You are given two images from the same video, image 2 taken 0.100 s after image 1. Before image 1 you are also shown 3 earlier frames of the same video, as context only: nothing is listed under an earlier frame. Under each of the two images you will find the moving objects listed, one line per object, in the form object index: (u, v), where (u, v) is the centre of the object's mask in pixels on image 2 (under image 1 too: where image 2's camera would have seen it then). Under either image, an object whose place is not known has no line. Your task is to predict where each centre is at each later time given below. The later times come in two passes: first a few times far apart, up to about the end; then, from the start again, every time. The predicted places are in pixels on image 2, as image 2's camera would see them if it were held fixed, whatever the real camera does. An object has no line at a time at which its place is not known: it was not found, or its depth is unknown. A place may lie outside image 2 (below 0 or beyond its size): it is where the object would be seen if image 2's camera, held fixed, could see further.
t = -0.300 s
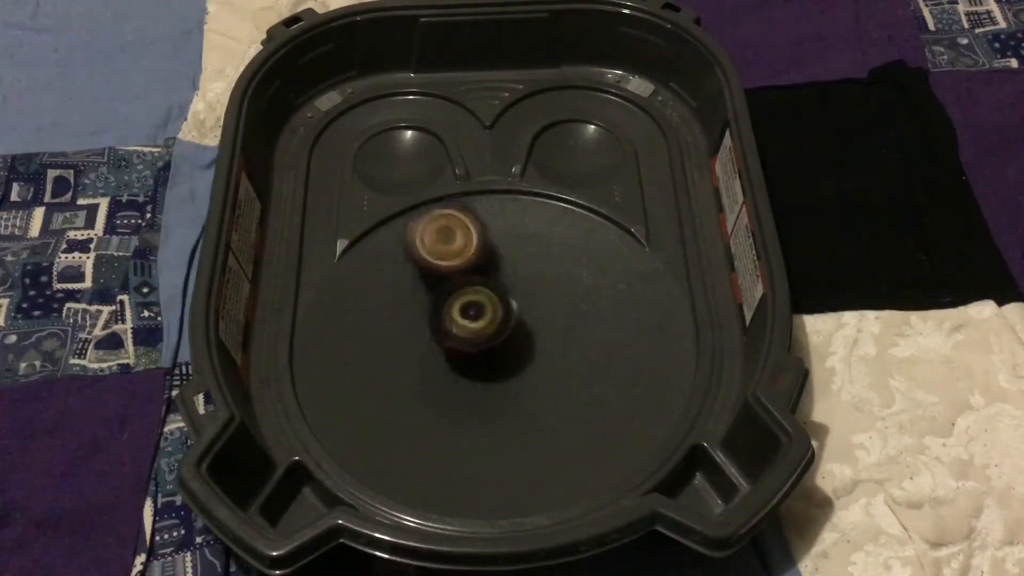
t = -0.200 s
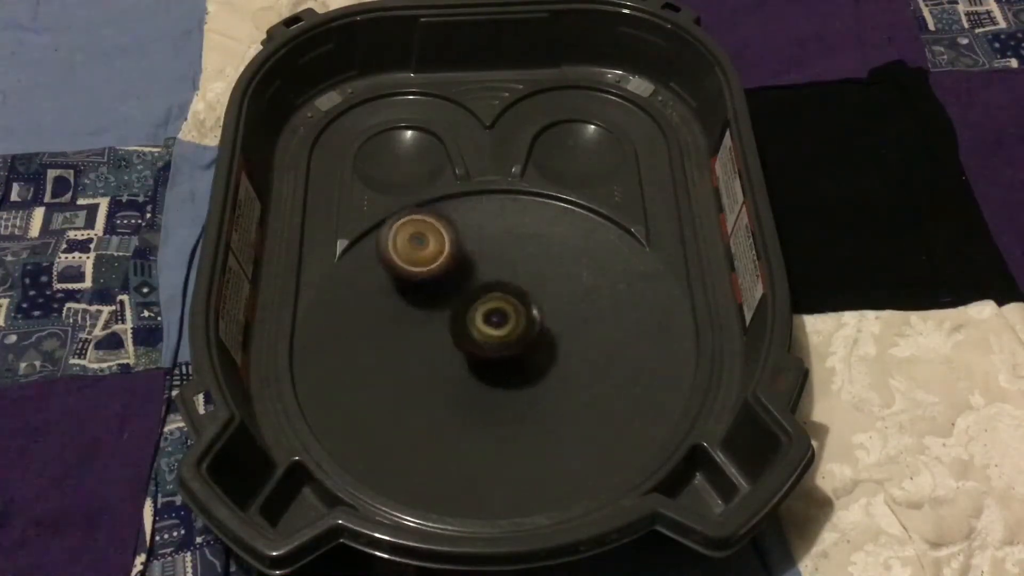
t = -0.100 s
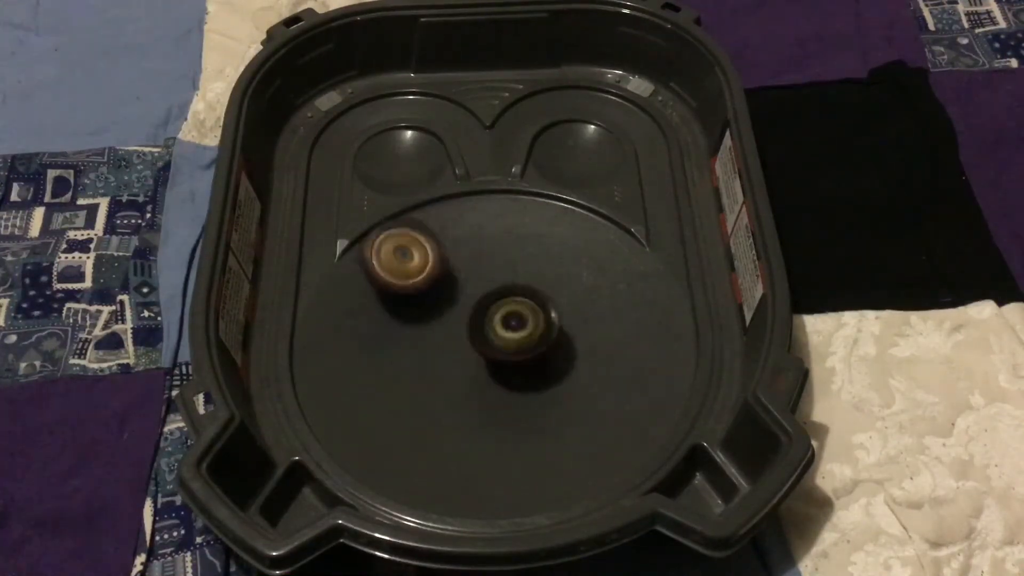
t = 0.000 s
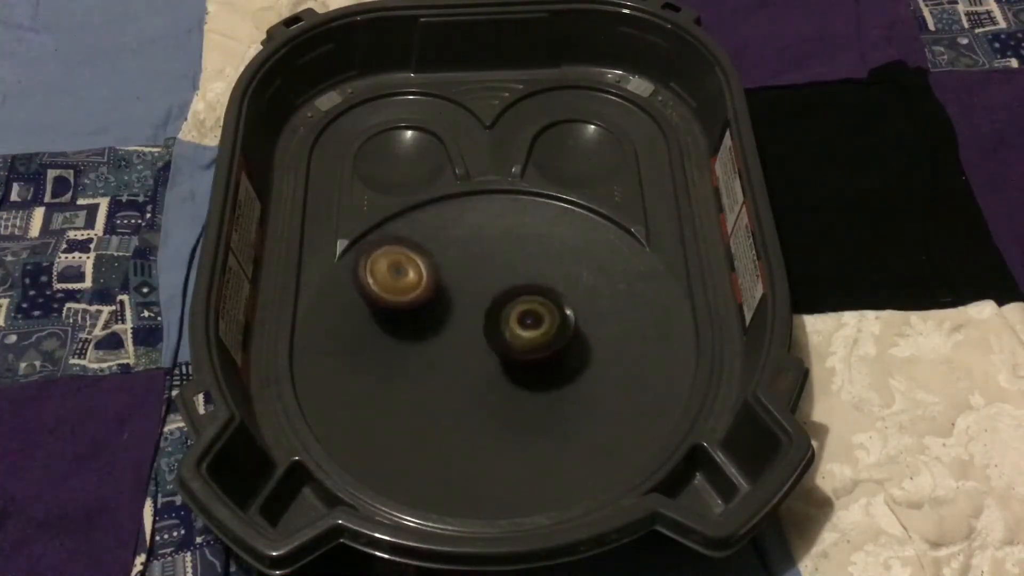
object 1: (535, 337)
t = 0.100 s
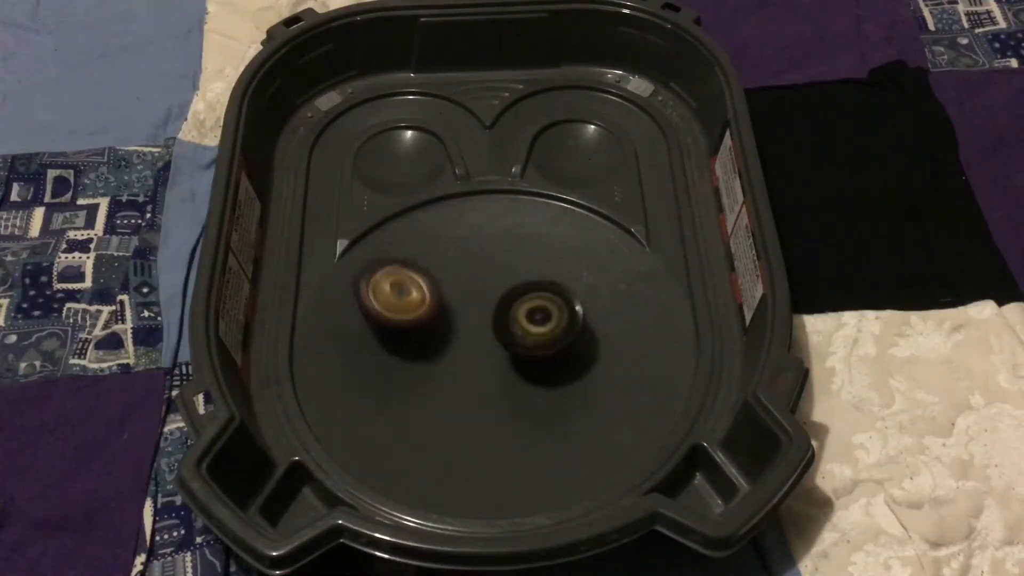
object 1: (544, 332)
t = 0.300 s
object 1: (543, 316)
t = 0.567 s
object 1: (520, 277)
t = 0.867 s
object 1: (482, 251)
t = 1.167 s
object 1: (447, 268)
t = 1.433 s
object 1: (391, 320)
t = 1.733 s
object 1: (411, 352)
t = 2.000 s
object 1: (489, 380)
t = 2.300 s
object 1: (587, 366)
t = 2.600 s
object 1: (616, 319)
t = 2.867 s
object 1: (585, 260)
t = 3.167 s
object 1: (560, 214)
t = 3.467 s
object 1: (470, 257)
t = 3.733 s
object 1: (387, 286)
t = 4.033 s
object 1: (376, 304)
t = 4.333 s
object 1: (473, 346)
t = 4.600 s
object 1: (553, 367)
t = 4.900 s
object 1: (575, 355)
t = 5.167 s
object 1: (592, 315)
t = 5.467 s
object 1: (531, 266)
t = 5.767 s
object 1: (493, 194)
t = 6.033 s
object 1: (471, 213)
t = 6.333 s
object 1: (434, 253)
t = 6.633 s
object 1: (418, 314)
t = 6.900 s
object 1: (397, 322)
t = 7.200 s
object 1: (407, 325)
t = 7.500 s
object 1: (435, 327)
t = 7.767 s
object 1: (470, 351)
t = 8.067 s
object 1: (494, 369)
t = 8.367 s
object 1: (508, 351)
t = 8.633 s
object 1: (529, 348)
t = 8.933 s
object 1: (540, 348)
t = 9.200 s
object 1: (533, 352)
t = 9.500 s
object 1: (516, 357)
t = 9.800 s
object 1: (513, 348)
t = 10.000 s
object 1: (517, 363)
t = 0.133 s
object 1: (546, 330)
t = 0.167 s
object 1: (547, 327)
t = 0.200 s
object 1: (547, 325)
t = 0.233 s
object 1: (546, 322)
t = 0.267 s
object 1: (545, 319)
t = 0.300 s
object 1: (543, 316)
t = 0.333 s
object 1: (540, 313)
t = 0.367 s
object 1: (536, 310)
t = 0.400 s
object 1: (533, 307)
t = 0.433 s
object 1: (530, 303)
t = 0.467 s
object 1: (528, 296)
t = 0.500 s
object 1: (525, 289)
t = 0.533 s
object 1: (523, 283)
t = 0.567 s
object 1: (520, 277)
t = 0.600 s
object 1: (516, 271)
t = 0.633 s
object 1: (512, 266)
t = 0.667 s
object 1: (508, 262)
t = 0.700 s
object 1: (504, 258)
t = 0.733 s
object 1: (499, 255)
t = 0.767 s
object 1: (495, 253)
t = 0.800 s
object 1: (490, 252)
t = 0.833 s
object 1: (486, 251)
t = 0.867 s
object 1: (482, 251)
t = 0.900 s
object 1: (478, 252)
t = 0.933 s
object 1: (473, 253)
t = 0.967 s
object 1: (471, 256)
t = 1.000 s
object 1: (467, 259)
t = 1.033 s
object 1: (464, 262)
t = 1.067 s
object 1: (457, 257)
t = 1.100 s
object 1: (452, 257)
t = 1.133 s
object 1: (450, 262)
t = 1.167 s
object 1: (447, 268)
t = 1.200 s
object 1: (441, 280)
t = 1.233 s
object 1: (432, 286)
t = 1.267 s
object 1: (424, 293)
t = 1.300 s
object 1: (414, 294)
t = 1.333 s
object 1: (407, 300)
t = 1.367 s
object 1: (403, 310)
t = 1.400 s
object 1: (396, 313)
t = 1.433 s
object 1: (391, 320)
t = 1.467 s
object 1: (389, 325)
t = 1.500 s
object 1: (387, 331)
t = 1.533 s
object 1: (387, 335)
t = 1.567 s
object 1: (388, 340)
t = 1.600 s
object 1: (391, 344)
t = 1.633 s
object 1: (394, 349)
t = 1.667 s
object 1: (398, 351)
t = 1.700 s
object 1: (404, 351)
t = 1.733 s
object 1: (411, 352)
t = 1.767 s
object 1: (419, 352)
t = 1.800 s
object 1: (429, 357)
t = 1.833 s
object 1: (439, 362)
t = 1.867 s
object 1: (448, 366)
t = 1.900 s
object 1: (456, 369)
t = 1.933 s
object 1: (468, 374)
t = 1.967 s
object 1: (477, 373)
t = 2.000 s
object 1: (489, 380)
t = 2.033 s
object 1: (504, 387)
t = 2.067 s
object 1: (514, 385)
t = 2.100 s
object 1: (522, 382)
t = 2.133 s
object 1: (531, 380)
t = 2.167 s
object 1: (539, 375)
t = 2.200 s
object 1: (550, 373)
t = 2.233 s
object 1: (564, 372)
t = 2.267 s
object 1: (576, 368)
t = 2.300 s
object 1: (587, 366)
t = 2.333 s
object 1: (597, 362)
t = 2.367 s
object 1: (605, 357)
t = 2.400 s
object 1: (613, 353)
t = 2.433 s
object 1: (618, 348)
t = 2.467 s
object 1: (621, 342)
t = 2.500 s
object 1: (624, 336)
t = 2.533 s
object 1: (623, 330)
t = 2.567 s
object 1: (620, 325)
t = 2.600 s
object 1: (616, 319)
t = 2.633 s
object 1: (610, 312)
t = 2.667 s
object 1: (603, 307)
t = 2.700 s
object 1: (596, 300)
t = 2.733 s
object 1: (587, 295)
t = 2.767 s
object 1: (583, 288)
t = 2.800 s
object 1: (581, 280)
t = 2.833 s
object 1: (583, 270)
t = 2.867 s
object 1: (585, 260)
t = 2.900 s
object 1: (587, 250)
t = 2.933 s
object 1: (587, 243)
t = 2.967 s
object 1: (586, 235)
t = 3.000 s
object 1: (585, 227)
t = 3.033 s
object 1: (582, 221)
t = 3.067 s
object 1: (578, 218)
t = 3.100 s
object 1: (573, 215)
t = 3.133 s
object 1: (567, 214)
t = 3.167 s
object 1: (560, 214)
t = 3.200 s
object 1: (545, 202)
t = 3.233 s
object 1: (538, 210)
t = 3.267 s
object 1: (534, 222)
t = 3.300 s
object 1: (523, 227)
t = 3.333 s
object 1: (514, 232)
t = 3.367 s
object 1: (504, 237)
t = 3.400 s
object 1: (492, 245)
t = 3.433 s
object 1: (482, 250)
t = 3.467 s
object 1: (470, 257)
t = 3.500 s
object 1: (460, 262)
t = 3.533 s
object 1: (448, 265)
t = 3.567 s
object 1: (435, 266)
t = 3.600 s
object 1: (422, 270)
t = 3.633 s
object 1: (411, 275)
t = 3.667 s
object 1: (403, 280)
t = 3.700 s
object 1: (395, 284)
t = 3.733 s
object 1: (387, 286)
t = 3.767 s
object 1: (380, 289)
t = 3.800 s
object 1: (374, 291)
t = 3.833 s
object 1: (360, 279)
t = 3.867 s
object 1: (358, 281)
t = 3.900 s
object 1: (358, 284)
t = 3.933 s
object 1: (358, 287)
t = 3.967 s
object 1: (362, 291)
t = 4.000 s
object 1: (365, 295)
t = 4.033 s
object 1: (376, 304)
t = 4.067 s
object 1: (383, 307)
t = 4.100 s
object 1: (388, 308)
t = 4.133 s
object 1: (401, 316)
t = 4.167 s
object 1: (411, 319)
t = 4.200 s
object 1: (422, 323)
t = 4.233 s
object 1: (432, 323)
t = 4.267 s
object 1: (449, 339)
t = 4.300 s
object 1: (456, 337)
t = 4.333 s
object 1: (473, 346)
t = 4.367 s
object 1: (480, 343)
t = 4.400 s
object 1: (491, 341)
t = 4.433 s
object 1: (503, 349)
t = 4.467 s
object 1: (518, 358)
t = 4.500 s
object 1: (528, 361)
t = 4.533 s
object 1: (537, 363)
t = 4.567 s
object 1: (546, 366)
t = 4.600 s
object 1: (553, 367)
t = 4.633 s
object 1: (561, 369)
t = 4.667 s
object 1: (568, 368)
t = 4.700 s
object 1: (572, 368)
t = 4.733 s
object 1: (575, 368)
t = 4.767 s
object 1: (576, 367)
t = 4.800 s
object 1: (577, 365)
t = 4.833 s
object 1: (578, 362)
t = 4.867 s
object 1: (575, 359)
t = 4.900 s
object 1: (575, 355)
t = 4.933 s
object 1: (582, 353)
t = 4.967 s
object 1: (588, 349)
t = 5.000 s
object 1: (592, 343)
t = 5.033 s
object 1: (595, 339)
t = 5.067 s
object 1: (597, 333)
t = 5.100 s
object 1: (596, 327)
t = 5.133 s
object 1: (595, 322)
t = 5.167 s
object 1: (592, 315)
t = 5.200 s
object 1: (587, 311)
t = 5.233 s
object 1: (582, 305)
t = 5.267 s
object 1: (576, 299)
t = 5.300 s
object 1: (570, 294)
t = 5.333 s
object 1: (562, 288)
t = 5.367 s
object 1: (555, 283)
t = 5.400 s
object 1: (547, 277)
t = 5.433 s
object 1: (538, 272)
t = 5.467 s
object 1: (531, 266)
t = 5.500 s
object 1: (522, 261)
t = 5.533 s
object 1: (515, 255)
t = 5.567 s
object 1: (512, 244)
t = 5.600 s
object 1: (508, 230)
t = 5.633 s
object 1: (505, 217)
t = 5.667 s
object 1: (502, 206)
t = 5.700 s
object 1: (500, 196)
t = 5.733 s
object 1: (498, 191)
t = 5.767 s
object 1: (493, 194)
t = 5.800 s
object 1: (490, 197)
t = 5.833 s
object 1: (480, 184)
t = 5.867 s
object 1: (479, 185)
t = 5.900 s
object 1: (478, 187)
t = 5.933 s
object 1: (476, 192)
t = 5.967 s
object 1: (475, 198)
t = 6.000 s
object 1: (473, 205)
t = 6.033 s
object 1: (471, 213)
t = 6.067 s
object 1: (469, 224)
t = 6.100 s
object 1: (466, 232)
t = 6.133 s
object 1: (462, 244)
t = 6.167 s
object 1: (462, 243)
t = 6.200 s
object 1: (456, 238)
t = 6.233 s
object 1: (452, 245)
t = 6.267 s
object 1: (445, 246)
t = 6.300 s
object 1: (439, 249)
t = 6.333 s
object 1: (434, 253)
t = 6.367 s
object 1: (429, 258)
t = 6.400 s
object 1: (428, 269)
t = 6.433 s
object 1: (424, 273)
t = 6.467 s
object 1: (419, 274)
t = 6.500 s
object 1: (416, 279)
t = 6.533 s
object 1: (416, 290)
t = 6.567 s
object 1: (420, 304)
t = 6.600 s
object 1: (419, 310)
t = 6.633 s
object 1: (418, 314)
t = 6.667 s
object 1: (415, 315)
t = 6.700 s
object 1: (411, 318)
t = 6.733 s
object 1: (403, 321)
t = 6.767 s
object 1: (400, 321)
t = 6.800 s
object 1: (398, 322)
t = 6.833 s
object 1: (396, 323)
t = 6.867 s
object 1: (394, 322)
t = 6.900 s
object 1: (397, 322)
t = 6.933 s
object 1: (397, 323)
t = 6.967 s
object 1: (400, 323)
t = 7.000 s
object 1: (398, 322)
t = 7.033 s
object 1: (399, 322)
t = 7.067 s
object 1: (400, 324)
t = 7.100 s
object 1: (401, 324)
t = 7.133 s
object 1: (406, 323)
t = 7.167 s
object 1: (407, 325)
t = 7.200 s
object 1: (407, 325)
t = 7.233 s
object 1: (413, 324)
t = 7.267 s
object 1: (416, 327)
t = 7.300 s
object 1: (418, 327)
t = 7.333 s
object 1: (420, 328)
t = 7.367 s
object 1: (425, 330)
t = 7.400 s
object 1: (426, 326)
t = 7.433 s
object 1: (425, 323)
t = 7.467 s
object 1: (433, 327)
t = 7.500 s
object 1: (435, 327)
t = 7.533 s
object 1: (439, 329)
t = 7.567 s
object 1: (445, 331)
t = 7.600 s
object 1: (450, 333)
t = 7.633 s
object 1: (456, 334)
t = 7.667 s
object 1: (460, 337)
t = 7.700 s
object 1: (467, 342)
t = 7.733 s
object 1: (469, 348)
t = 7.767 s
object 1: (470, 351)
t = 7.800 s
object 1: (477, 355)
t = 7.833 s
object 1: (482, 363)
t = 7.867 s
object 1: (484, 369)
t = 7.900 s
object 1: (486, 371)
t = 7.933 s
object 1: (488, 372)
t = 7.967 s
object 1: (489, 370)
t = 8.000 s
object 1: (491, 374)
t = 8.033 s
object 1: (493, 374)
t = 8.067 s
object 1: (494, 369)
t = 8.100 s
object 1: (494, 368)
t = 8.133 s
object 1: (496, 367)
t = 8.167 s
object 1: (497, 362)
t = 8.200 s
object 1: (499, 356)
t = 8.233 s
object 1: (498, 354)
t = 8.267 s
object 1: (499, 356)
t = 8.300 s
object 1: (500, 353)
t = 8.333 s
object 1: (503, 354)
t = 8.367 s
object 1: (508, 351)
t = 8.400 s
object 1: (511, 353)
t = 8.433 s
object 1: (512, 351)
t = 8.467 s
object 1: (516, 353)
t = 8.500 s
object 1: (518, 347)
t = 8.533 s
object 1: (518, 346)
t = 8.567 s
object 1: (519, 342)
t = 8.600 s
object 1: (521, 340)
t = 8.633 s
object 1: (529, 348)
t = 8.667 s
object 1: (529, 346)
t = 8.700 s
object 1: (523, 338)
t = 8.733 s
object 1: (528, 345)
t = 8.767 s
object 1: (533, 345)
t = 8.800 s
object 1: (537, 346)
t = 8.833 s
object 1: (536, 348)
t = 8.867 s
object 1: (536, 348)
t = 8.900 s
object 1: (537, 348)
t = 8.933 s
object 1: (540, 348)
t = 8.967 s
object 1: (539, 350)
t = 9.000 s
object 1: (537, 348)
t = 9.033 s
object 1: (537, 348)
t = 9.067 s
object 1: (536, 350)
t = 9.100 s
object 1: (533, 352)
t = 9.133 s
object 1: (533, 351)
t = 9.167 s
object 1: (536, 350)
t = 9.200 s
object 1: (533, 352)
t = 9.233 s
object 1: (528, 350)
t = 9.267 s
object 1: (526, 348)
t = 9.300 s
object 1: (526, 352)
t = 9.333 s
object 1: (523, 356)
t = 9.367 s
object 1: (522, 356)
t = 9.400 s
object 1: (523, 355)
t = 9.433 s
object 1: (525, 356)
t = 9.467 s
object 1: (521, 357)
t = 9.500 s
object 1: (516, 357)
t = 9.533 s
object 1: (513, 354)
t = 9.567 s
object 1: (513, 350)
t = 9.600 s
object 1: (513, 348)
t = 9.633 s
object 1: (510, 346)
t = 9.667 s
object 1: (505, 343)
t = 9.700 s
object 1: (504, 343)
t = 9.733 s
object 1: (505, 342)
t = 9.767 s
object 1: (508, 342)
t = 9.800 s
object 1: (513, 348)
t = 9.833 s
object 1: (513, 354)
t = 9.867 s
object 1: (512, 355)
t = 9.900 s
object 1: (514, 356)
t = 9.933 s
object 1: (519, 357)
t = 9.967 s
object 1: (522, 359)
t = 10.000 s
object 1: (517, 363)
